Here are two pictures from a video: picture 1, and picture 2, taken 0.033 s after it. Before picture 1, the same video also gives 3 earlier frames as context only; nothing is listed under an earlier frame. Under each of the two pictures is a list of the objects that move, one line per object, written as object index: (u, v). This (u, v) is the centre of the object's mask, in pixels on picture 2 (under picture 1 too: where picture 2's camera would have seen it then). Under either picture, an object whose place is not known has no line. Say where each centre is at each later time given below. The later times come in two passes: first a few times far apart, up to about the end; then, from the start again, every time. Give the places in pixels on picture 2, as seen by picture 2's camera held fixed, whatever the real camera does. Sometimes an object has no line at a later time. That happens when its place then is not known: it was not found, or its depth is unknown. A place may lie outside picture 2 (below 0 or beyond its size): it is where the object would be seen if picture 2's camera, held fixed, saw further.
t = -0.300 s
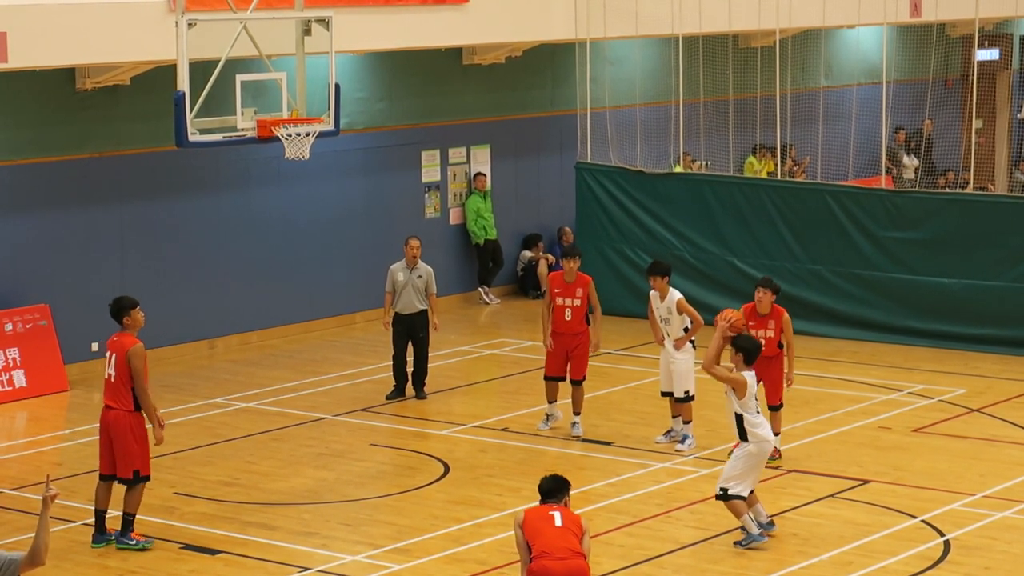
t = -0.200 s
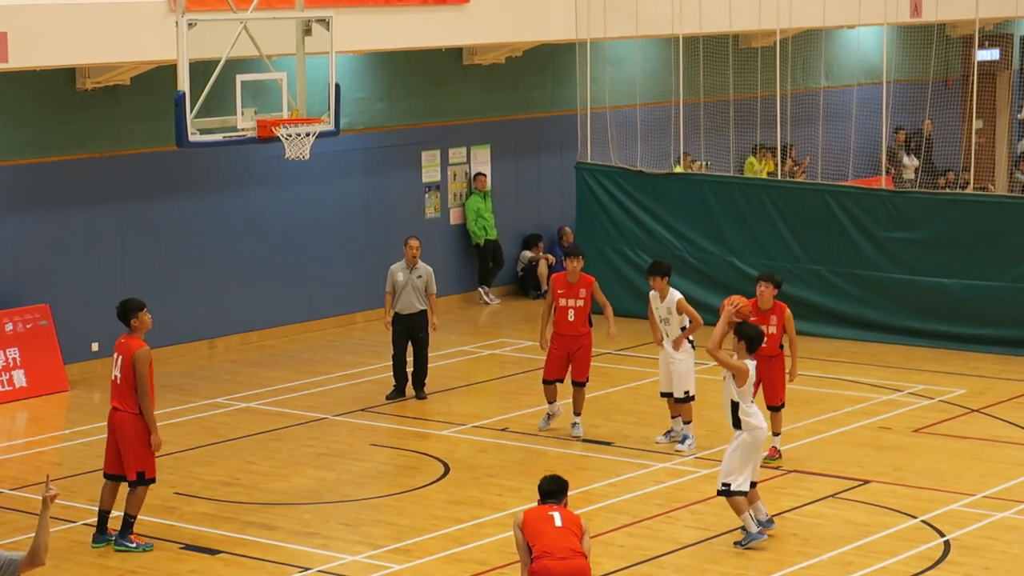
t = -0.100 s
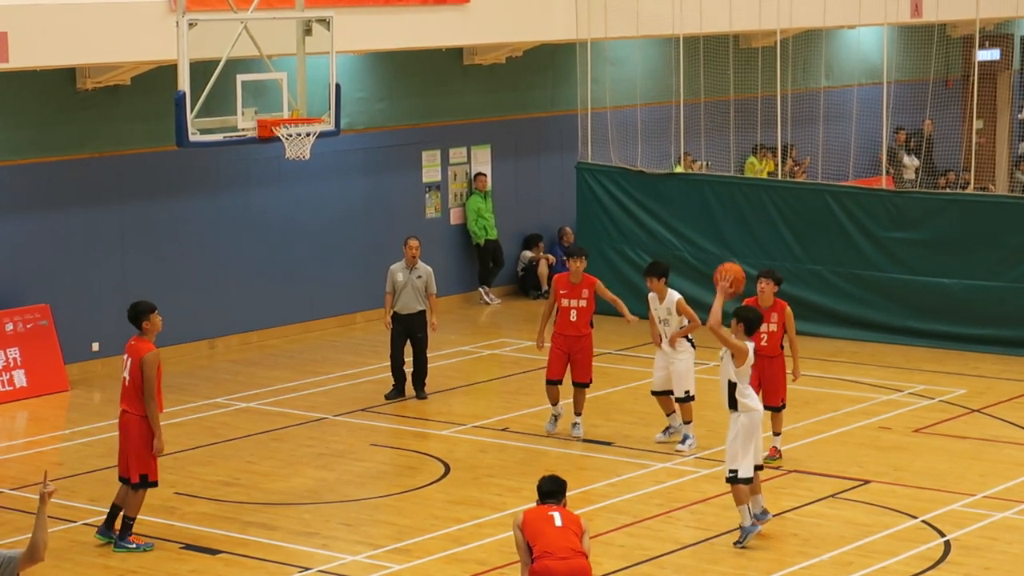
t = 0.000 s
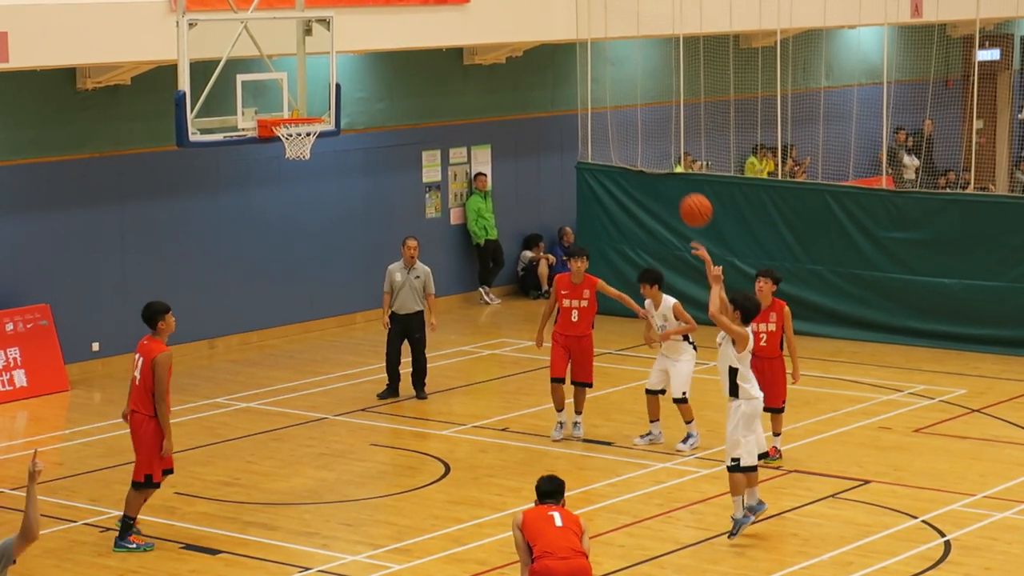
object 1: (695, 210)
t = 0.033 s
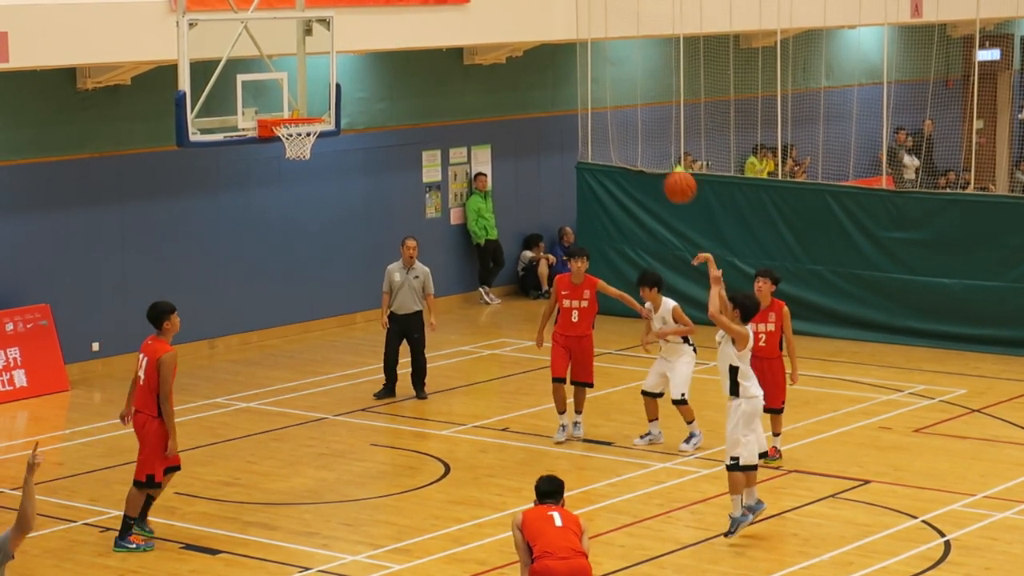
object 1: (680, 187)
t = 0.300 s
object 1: (557, 52)
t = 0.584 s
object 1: (437, 12)
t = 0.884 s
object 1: (322, 70)
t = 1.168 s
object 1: (308, 144)
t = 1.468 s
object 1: (292, 158)
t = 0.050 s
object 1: (672, 176)
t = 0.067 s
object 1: (664, 164)
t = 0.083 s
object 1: (656, 154)
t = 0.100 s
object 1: (649, 143)
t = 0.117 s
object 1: (640, 134)
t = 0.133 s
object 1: (632, 125)
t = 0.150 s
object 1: (624, 115)
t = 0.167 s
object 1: (617, 107)
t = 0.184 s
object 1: (610, 99)
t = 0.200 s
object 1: (602, 91)
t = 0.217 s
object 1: (594, 83)
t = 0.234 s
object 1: (587, 76)
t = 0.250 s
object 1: (579, 69)
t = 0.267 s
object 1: (571, 63)
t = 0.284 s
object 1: (564, 57)
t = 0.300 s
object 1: (557, 52)
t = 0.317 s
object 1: (549, 46)
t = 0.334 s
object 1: (542, 41)
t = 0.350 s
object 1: (535, 37)
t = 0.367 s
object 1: (527, 32)
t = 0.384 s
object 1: (520, 29)
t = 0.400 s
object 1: (513, 25)
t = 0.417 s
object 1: (506, 22)
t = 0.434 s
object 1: (499, 19)
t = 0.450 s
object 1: (492, 17)
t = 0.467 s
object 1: (485, 15)
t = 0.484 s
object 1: (478, 14)
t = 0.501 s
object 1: (471, 13)
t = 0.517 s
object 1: (464, 13)
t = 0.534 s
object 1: (457, 12)
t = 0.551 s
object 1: (450, 12)
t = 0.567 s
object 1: (443, 12)
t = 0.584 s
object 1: (437, 12)
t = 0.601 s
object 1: (430, 13)
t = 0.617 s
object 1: (423, 13)
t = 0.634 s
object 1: (416, 14)
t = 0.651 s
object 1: (410, 15)
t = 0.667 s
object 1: (403, 16)
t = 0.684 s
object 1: (397, 18)
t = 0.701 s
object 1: (390, 21)
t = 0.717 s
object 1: (384, 24)
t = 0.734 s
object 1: (378, 27)
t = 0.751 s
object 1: (371, 30)
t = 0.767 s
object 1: (365, 34)
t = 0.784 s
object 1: (359, 38)
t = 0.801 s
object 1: (353, 43)
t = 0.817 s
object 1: (347, 47)
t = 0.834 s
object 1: (341, 53)
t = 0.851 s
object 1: (335, 58)
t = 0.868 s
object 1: (328, 64)
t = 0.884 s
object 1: (322, 70)
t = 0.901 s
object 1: (317, 76)
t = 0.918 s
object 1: (311, 83)
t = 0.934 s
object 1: (305, 89)
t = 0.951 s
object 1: (300, 97)
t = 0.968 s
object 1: (294, 104)
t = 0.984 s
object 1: (288, 110)
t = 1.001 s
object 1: (285, 113)
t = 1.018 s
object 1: (286, 118)
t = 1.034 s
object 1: (287, 124)
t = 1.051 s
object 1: (288, 129)
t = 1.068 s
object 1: (290, 130)
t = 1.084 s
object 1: (292, 133)
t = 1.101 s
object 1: (293, 136)
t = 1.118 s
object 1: (295, 139)
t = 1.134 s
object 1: (299, 140)
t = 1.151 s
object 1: (302, 142)
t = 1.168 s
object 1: (308, 144)
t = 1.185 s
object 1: (307, 143)
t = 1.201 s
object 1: (308, 143)
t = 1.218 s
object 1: (309, 144)
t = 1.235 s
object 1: (309, 144)
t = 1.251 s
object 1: (309, 143)
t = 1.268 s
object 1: (308, 144)
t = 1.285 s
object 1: (307, 144)
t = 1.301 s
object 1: (305, 144)
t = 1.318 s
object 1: (303, 144)
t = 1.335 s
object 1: (302, 145)
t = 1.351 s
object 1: (303, 152)
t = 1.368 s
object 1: (301, 152)
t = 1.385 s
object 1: (299, 152)
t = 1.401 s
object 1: (298, 152)
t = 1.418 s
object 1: (296, 153)
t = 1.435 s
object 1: (295, 154)
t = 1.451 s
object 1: (293, 156)
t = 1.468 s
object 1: (292, 158)
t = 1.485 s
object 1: (291, 160)
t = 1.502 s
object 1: (290, 162)
